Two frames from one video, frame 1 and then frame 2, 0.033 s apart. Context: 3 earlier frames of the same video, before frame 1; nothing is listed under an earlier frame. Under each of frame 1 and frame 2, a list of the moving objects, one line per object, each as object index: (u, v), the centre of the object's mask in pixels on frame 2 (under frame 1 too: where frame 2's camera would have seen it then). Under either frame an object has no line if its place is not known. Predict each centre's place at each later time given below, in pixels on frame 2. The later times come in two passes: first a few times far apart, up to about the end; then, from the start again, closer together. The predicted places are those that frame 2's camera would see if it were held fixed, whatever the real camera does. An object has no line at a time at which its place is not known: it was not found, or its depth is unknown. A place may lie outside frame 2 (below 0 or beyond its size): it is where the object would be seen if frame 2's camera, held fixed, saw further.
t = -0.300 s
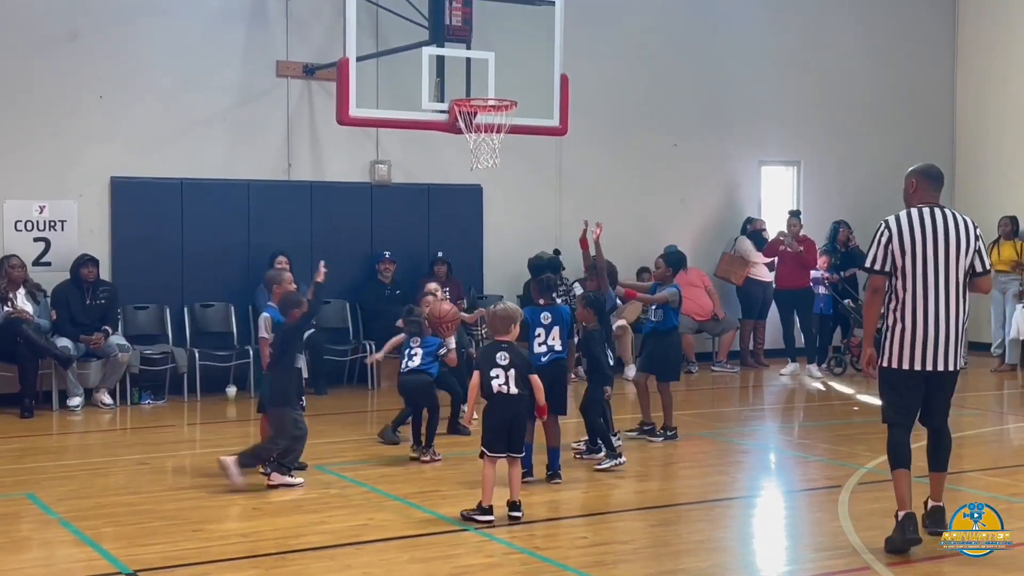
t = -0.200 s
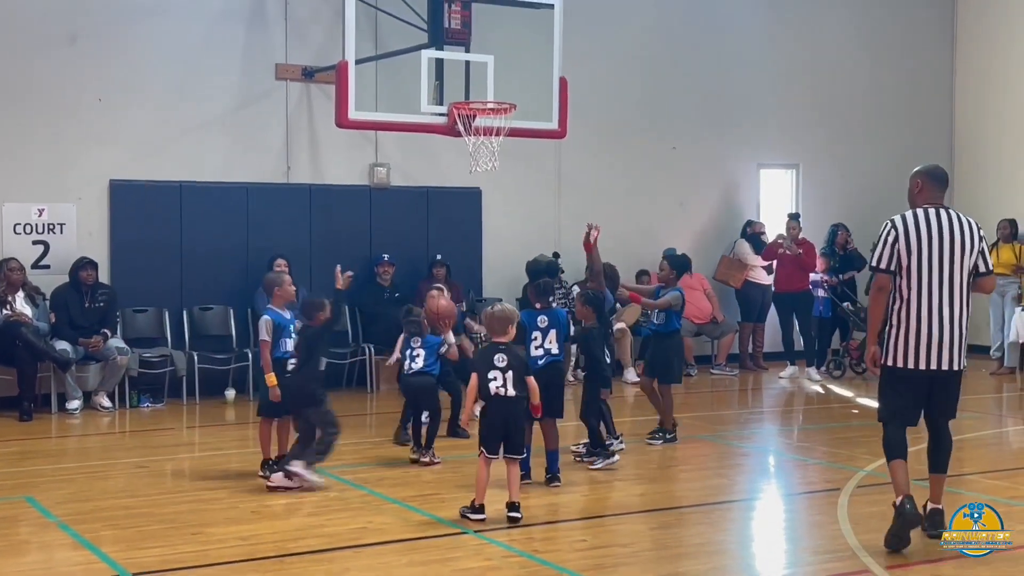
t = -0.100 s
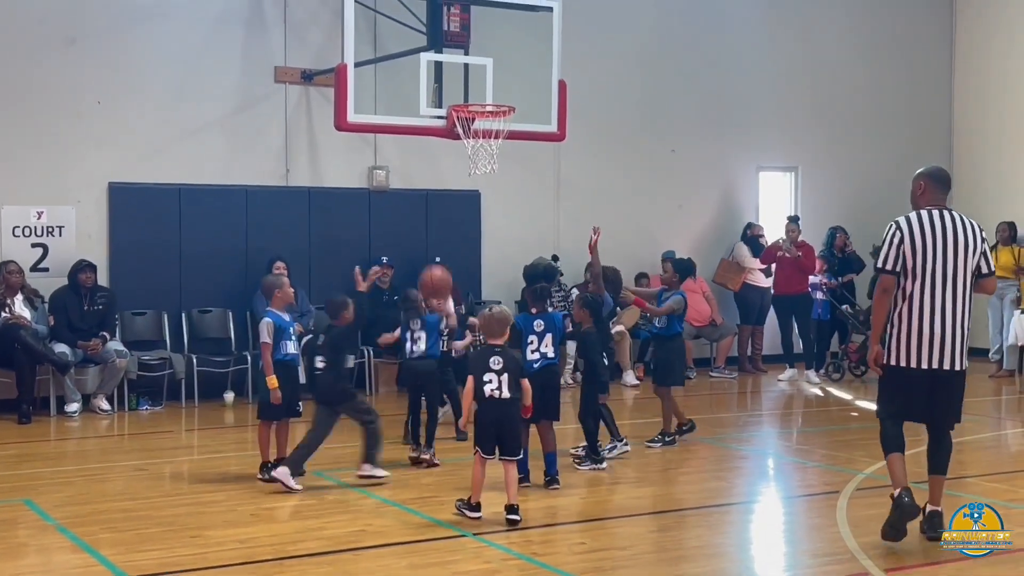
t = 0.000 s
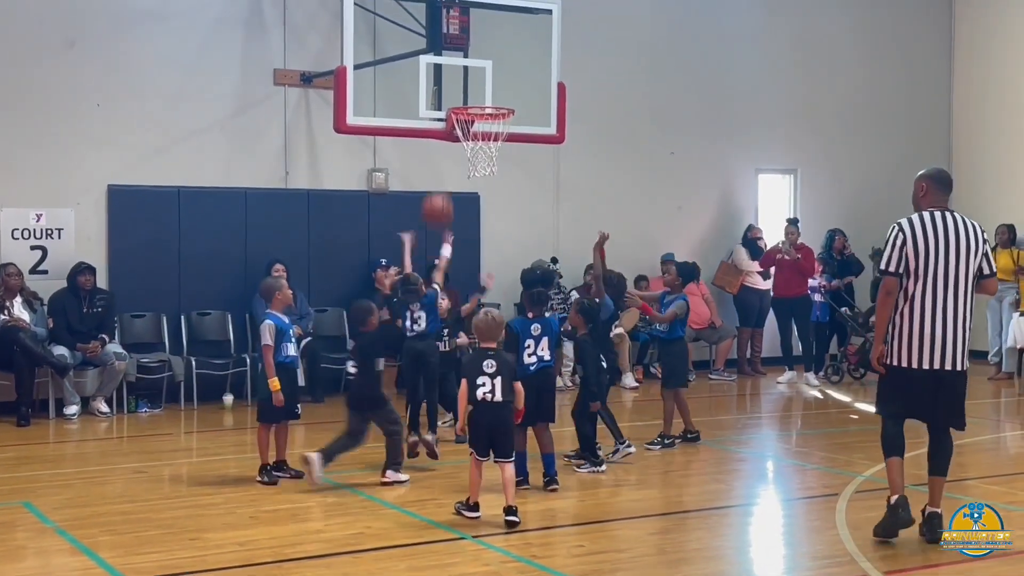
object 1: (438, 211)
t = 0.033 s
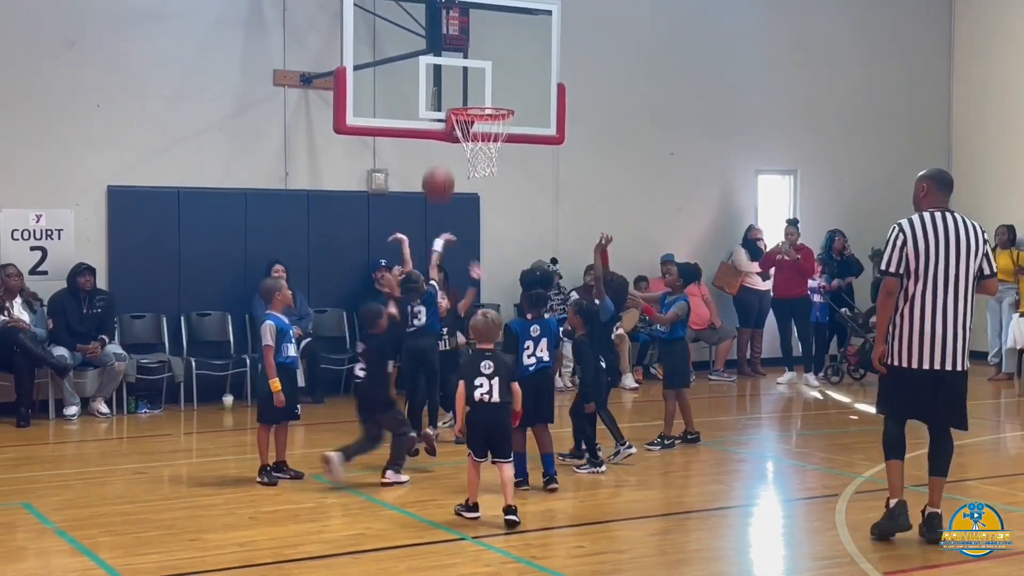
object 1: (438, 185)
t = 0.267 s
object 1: (448, 51)
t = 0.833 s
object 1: (468, 67)
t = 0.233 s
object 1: (446, 65)
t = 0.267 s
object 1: (448, 51)
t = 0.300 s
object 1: (449, 41)
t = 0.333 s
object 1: (451, 33)
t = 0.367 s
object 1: (452, 23)
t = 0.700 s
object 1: (462, 24)
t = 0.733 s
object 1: (463, 32)
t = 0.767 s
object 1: (466, 43)
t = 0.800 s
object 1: (467, 54)
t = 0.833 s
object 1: (468, 67)
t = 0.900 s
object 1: (470, 95)
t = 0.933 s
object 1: (471, 113)
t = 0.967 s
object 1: (472, 127)
